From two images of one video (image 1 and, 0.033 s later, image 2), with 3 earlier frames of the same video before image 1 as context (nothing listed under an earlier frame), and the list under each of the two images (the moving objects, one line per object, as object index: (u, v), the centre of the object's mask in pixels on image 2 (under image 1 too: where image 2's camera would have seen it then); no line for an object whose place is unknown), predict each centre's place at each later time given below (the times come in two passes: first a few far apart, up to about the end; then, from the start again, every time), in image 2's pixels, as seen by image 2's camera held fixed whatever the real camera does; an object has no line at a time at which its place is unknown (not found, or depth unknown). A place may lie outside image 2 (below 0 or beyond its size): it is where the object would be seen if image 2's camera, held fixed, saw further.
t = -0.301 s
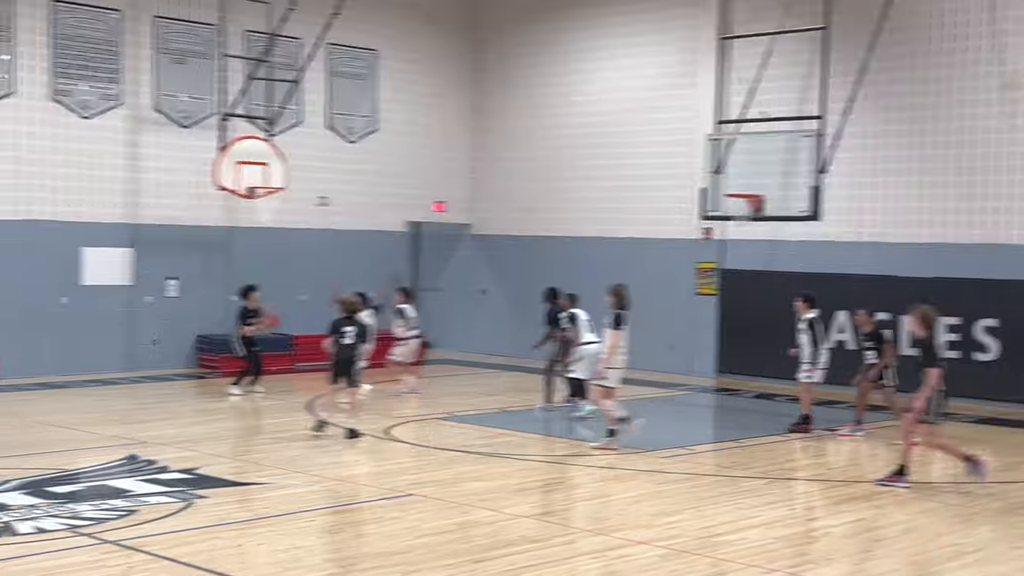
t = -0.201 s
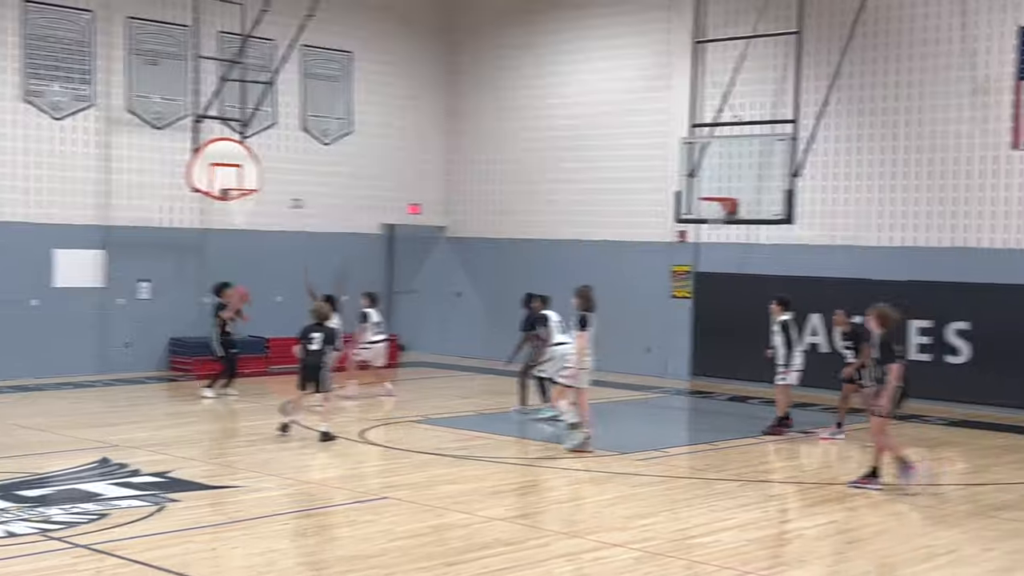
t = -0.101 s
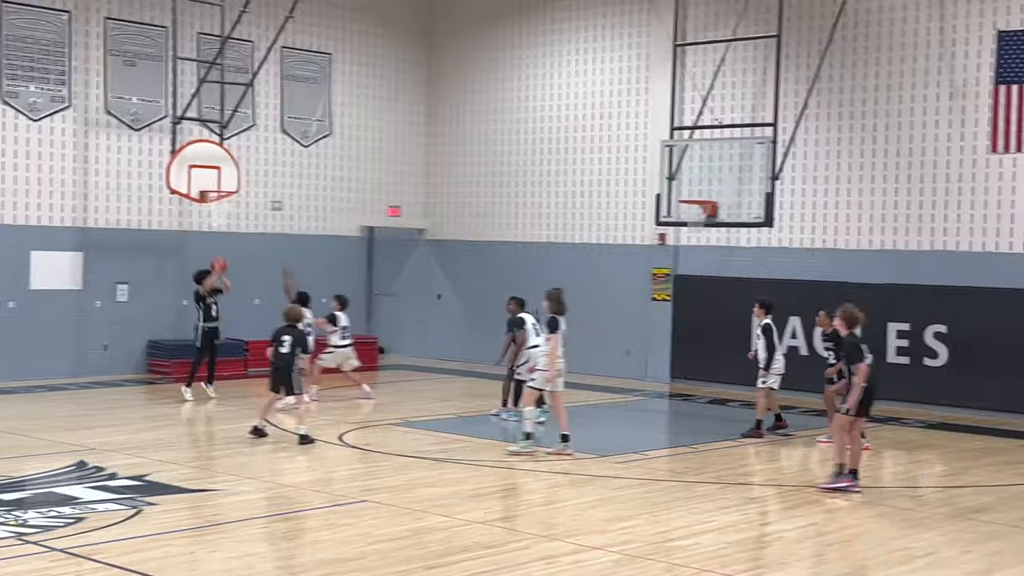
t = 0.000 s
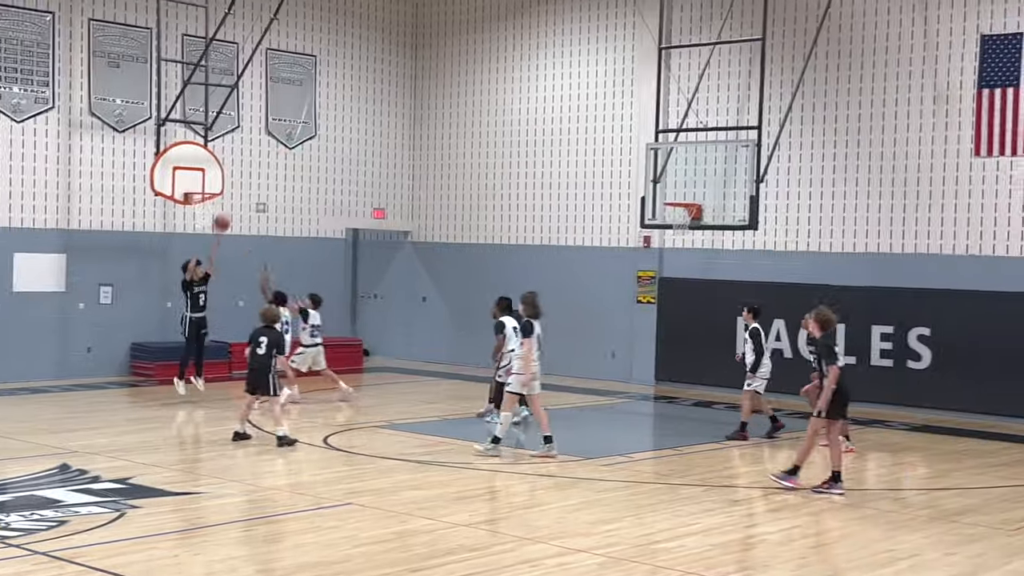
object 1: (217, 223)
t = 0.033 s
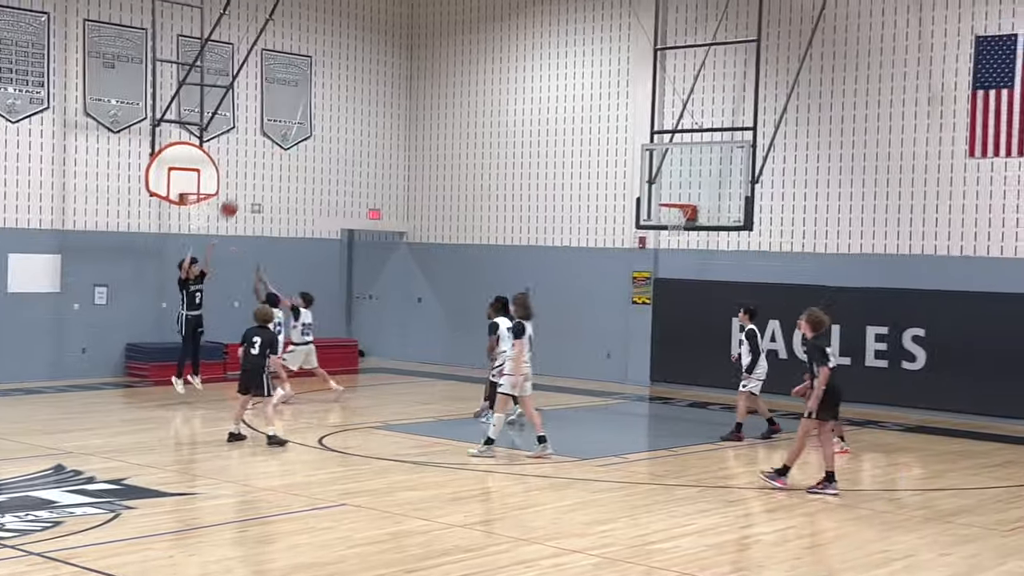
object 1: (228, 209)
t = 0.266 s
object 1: (312, 124)
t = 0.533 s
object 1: (405, 71)
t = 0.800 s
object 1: (494, 69)
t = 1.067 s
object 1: (581, 114)
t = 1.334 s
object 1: (659, 192)
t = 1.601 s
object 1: (666, 152)
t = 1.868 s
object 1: (674, 157)
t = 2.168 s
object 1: (679, 221)
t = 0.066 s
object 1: (241, 194)
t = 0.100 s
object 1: (253, 180)
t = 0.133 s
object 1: (265, 167)
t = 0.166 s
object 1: (277, 155)
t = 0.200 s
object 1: (288, 144)
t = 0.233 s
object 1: (300, 134)
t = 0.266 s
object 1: (312, 124)
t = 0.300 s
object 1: (324, 115)
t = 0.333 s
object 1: (336, 107)
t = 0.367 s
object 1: (346, 100)
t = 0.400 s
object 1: (358, 93)
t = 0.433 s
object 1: (370, 86)
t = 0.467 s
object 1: (382, 81)
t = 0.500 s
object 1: (393, 76)
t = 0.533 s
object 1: (405, 71)
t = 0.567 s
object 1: (416, 69)
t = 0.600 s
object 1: (429, 66)
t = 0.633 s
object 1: (439, 65)
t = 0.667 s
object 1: (450, 64)
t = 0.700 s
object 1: (461, 65)
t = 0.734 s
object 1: (472, 65)
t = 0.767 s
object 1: (483, 67)
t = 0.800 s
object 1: (494, 69)
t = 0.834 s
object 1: (505, 73)
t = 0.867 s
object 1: (516, 76)
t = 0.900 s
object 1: (527, 81)
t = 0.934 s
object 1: (538, 86)
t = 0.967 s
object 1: (549, 92)
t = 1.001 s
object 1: (559, 98)
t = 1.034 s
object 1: (570, 106)
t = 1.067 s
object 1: (581, 114)
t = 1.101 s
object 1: (591, 123)
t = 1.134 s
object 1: (602, 133)
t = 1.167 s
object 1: (612, 143)
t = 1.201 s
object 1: (623, 154)
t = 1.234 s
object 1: (633, 166)
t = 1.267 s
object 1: (644, 179)
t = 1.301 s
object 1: (655, 190)
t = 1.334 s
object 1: (659, 192)
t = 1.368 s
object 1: (659, 185)
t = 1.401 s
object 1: (660, 178)
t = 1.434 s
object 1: (662, 172)
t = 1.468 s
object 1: (663, 167)
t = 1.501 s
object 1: (664, 161)
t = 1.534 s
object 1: (665, 157)
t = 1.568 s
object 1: (666, 154)
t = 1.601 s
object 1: (666, 152)
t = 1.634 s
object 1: (668, 150)
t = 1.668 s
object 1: (669, 149)
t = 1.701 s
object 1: (670, 148)
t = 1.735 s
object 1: (671, 149)
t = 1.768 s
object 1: (672, 150)
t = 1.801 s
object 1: (673, 152)
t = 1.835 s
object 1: (673, 154)
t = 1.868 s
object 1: (674, 157)
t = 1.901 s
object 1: (675, 162)
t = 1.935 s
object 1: (676, 167)
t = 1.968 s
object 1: (676, 173)
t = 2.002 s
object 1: (677, 179)
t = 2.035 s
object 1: (678, 186)
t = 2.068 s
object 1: (678, 194)
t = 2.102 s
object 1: (679, 201)
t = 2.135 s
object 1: (678, 212)
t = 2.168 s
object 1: (679, 221)
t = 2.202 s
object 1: (681, 231)
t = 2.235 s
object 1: (680, 240)
